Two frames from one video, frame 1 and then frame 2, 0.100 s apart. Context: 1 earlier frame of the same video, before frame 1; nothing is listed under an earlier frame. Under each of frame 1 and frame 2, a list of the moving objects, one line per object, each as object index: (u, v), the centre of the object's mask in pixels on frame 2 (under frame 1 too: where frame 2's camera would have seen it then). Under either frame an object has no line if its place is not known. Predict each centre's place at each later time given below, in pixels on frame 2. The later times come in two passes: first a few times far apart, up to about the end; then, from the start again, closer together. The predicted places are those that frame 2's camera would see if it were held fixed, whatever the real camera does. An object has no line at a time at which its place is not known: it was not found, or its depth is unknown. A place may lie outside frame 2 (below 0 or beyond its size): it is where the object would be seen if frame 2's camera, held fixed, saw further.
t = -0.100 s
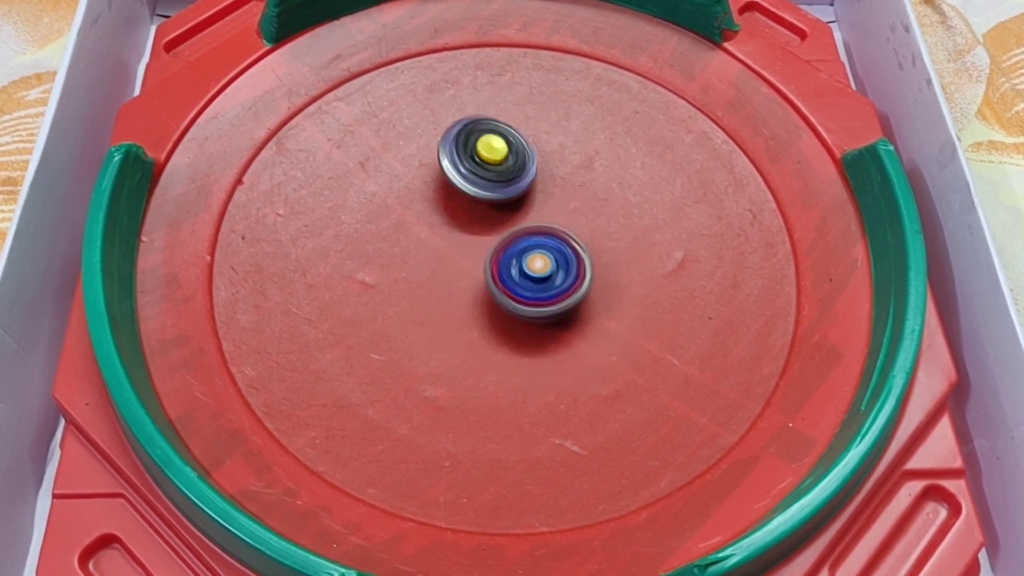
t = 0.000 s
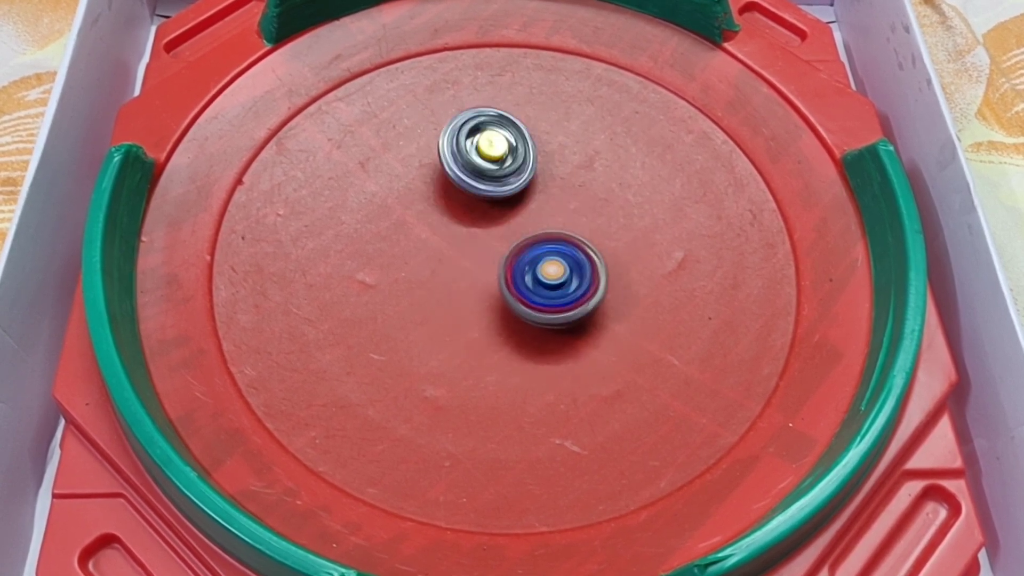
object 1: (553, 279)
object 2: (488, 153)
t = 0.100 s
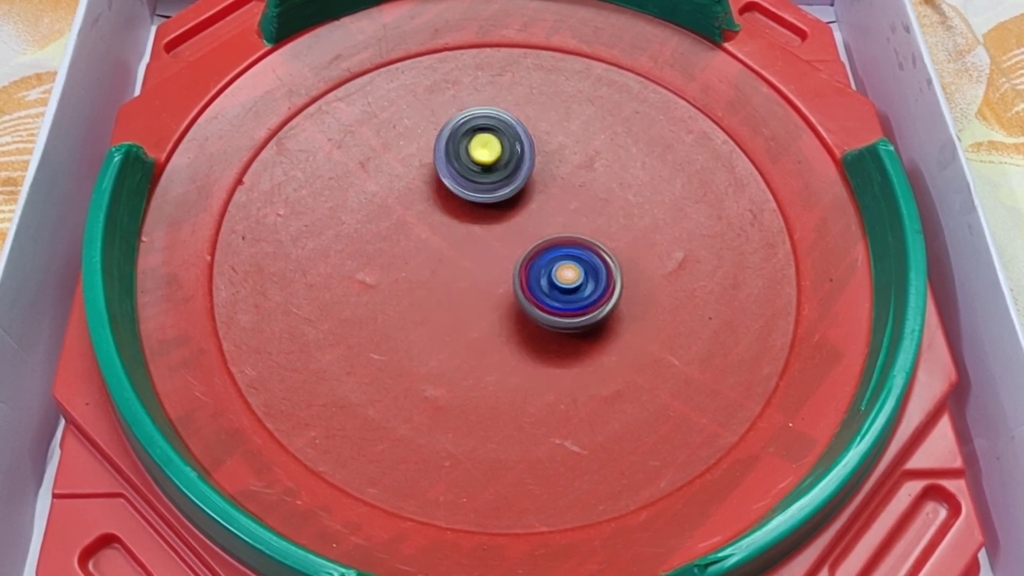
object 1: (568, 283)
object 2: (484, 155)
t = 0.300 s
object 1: (585, 264)
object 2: (490, 170)
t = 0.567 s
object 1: (697, 354)
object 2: (382, 40)
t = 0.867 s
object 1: (647, 250)
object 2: (318, 117)
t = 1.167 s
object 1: (485, 421)
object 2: (502, 196)
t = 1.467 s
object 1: (610, 322)
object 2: (489, 217)
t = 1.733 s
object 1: (439, 306)
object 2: (459, 172)
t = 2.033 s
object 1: (482, 358)
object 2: (489, 182)
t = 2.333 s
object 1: (471, 286)
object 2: (479, 147)
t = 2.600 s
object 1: (526, 311)
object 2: (492, 97)
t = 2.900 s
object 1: (527, 254)
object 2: (565, 181)
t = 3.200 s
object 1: (463, 301)
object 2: (589, 223)
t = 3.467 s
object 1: (506, 387)
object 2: (583, 234)
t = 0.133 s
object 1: (573, 283)
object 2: (483, 154)
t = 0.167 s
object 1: (577, 281)
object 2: (483, 155)
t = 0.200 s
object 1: (581, 277)
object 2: (483, 156)
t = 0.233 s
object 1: (584, 273)
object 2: (485, 159)
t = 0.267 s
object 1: (585, 269)
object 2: (487, 163)
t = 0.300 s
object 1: (585, 264)
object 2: (490, 170)
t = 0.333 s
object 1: (584, 260)
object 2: (493, 177)
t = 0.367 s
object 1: (580, 255)
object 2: (497, 187)
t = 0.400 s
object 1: (583, 262)
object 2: (498, 189)
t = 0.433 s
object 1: (614, 305)
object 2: (464, 142)
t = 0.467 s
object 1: (637, 332)
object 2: (440, 102)
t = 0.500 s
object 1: (658, 347)
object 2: (416, 70)
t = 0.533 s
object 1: (678, 354)
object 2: (399, 51)
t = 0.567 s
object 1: (697, 354)
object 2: (382, 40)
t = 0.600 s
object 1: (718, 349)
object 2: (371, 40)
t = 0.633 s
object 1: (735, 338)
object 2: (361, 43)
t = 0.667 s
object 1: (744, 323)
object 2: (350, 47)
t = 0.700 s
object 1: (746, 305)
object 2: (340, 55)
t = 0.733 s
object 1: (740, 288)
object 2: (332, 63)
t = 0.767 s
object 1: (726, 272)
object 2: (326, 74)
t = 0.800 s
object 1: (705, 260)
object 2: (319, 89)
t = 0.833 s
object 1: (677, 252)
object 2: (317, 101)
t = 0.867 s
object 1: (647, 250)
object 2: (318, 117)
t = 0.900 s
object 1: (619, 253)
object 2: (327, 136)
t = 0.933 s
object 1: (587, 261)
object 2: (344, 158)
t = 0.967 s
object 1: (557, 274)
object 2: (373, 178)
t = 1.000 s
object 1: (530, 293)
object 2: (402, 189)
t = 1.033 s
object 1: (507, 314)
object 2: (432, 197)
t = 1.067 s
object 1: (490, 338)
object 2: (460, 199)
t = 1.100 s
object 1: (477, 367)
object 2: (482, 199)
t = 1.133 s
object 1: (475, 394)
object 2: (497, 197)
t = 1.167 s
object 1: (485, 421)
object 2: (502, 196)
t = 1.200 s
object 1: (506, 444)
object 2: (502, 197)
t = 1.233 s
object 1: (536, 457)
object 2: (502, 199)
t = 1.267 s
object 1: (569, 458)
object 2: (502, 200)
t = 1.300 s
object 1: (598, 448)
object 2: (502, 203)
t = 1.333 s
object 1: (618, 429)
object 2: (500, 206)
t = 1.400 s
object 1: (632, 373)
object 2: (496, 212)
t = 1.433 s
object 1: (624, 345)
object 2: (493, 215)
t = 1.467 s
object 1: (610, 322)
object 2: (489, 217)
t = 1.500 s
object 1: (589, 303)
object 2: (486, 218)
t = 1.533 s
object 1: (564, 285)
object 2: (482, 218)
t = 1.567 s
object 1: (537, 276)
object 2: (474, 211)
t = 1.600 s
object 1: (519, 280)
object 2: (468, 199)
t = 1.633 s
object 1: (493, 282)
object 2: (465, 189)
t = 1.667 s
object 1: (473, 287)
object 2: (461, 181)
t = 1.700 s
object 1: (454, 296)
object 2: (458, 174)
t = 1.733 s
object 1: (439, 306)
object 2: (459, 172)
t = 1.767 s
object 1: (428, 319)
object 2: (460, 171)
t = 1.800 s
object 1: (421, 333)
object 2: (462, 171)
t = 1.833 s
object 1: (420, 345)
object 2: (465, 170)
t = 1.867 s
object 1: (425, 356)
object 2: (468, 170)
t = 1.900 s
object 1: (434, 365)
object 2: (472, 170)
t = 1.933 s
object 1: (443, 369)
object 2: (476, 171)
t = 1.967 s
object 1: (454, 367)
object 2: (482, 173)
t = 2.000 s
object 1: (469, 365)
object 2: (486, 177)
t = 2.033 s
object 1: (482, 358)
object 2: (489, 182)
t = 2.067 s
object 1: (494, 348)
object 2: (490, 190)
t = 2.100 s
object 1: (502, 336)
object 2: (487, 197)
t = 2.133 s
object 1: (507, 321)
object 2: (481, 202)
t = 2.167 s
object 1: (508, 305)
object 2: (473, 205)
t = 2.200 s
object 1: (507, 291)
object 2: (466, 205)
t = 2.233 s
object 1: (501, 273)
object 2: (459, 199)
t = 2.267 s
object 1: (489, 275)
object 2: (462, 178)
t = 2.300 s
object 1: (478, 285)
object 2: (471, 158)
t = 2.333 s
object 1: (471, 286)
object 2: (479, 147)
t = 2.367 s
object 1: (473, 288)
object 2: (486, 135)
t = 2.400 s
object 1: (476, 294)
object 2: (489, 126)
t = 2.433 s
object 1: (479, 302)
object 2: (490, 118)
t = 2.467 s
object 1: (486, 309)
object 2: (490, 108)
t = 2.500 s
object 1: (494, 314)
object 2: (489, 101)
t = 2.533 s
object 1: (506, 316)
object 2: (490, 96)
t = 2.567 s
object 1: (516, 314)
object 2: (490, 95)
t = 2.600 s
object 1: (526, 311)
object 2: (492, 97)
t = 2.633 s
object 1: (535, 305)
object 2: (492, 102)
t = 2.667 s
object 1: (540, 298)
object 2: (493, 111)
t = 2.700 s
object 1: (544, 291)
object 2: (495, 131)
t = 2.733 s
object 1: (546, 282)
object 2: (502, 136)
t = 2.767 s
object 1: (546, 274)
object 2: (514, 142)
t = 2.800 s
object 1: (545, 266)
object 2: (526, 148)
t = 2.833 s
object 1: (541, 258)
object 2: (541, 159)
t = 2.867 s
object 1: (536, 252)
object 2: (550, 172)
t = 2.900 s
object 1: (527, 254)
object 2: (565, 181)
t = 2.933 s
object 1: (518, 261)
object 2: (581, 188)
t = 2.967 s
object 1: (511, 266)
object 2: (590, 202)
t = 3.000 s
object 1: (507, 272)
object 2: (591, 212)
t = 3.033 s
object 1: (506, 277)
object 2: (589, 223)
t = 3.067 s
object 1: (505, 281)
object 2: (584, 230)
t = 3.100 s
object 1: (506, 285)
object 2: (579, 228)
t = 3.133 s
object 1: (493, 284)
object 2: (581, 228)
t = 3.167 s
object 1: (478, 290)
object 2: (587, 225)
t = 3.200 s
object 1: (463, 301)
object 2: (589, 223)
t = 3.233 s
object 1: (451, 319)
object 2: (591, 230)
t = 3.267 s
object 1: (445, 336)
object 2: (593, 238)
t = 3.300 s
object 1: (442, 354)
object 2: (593, 241)
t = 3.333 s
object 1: (448, 371)
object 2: (594, 244)
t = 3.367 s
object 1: (460, 381)
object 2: (594, 243)
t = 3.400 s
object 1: (474, 388)
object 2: (592, 239)
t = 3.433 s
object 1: (491, 389)
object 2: (588, 236)
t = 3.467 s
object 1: (506, 387)
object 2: (583, 234)
